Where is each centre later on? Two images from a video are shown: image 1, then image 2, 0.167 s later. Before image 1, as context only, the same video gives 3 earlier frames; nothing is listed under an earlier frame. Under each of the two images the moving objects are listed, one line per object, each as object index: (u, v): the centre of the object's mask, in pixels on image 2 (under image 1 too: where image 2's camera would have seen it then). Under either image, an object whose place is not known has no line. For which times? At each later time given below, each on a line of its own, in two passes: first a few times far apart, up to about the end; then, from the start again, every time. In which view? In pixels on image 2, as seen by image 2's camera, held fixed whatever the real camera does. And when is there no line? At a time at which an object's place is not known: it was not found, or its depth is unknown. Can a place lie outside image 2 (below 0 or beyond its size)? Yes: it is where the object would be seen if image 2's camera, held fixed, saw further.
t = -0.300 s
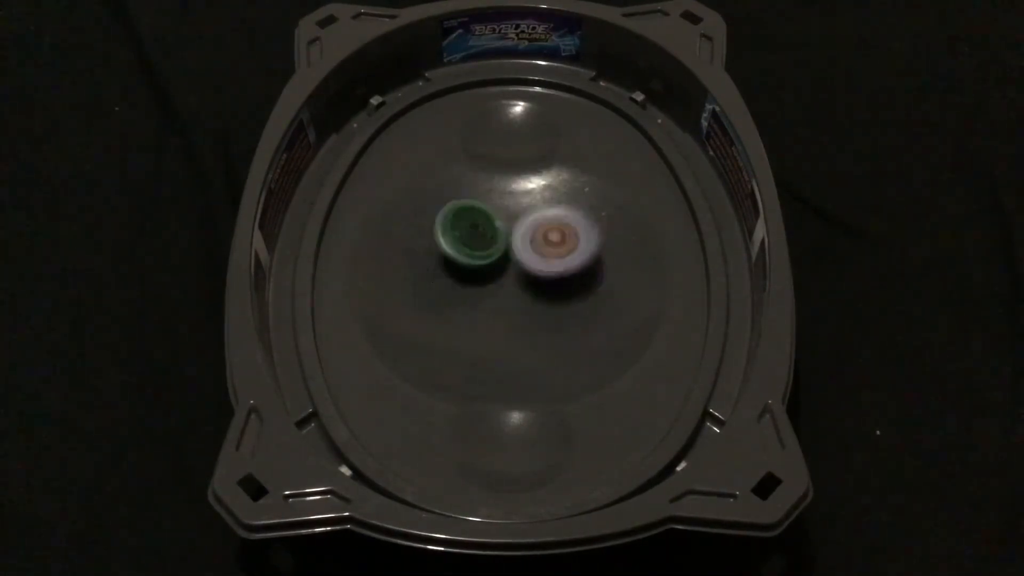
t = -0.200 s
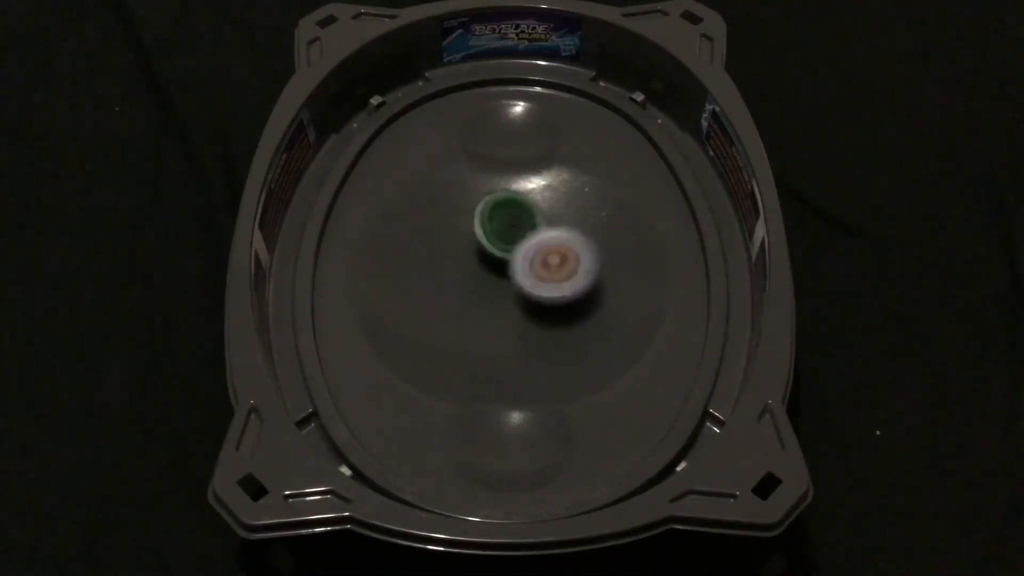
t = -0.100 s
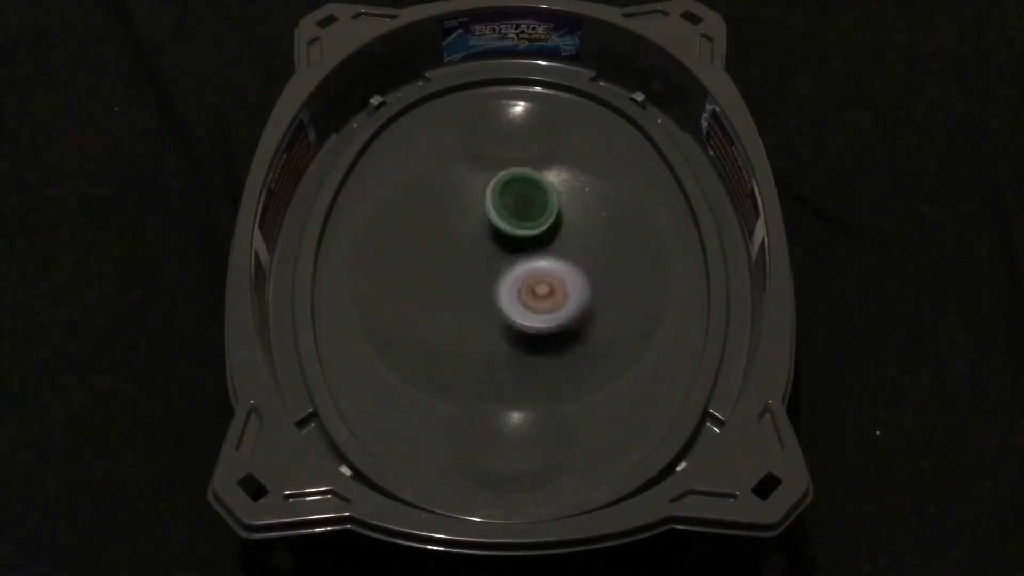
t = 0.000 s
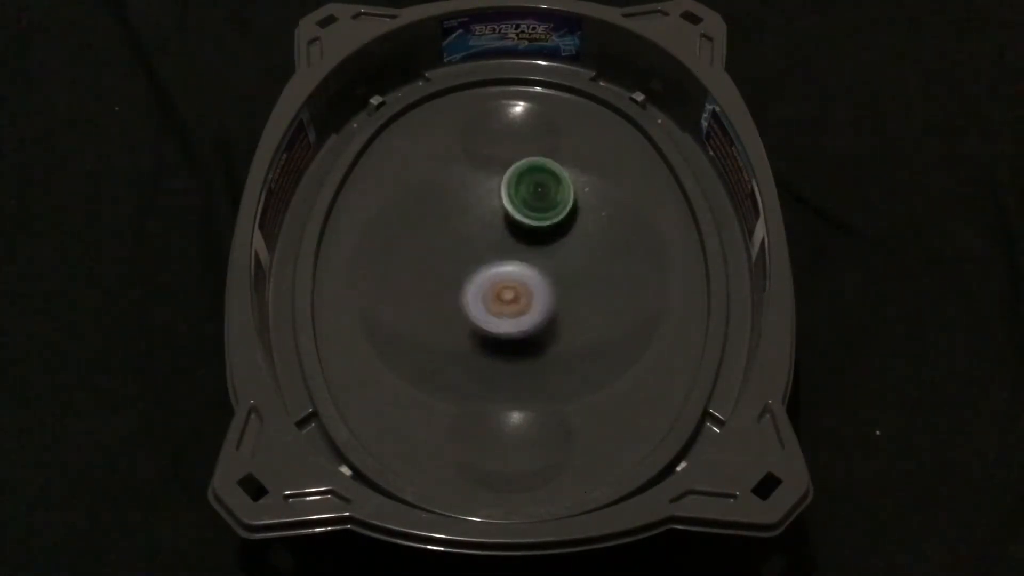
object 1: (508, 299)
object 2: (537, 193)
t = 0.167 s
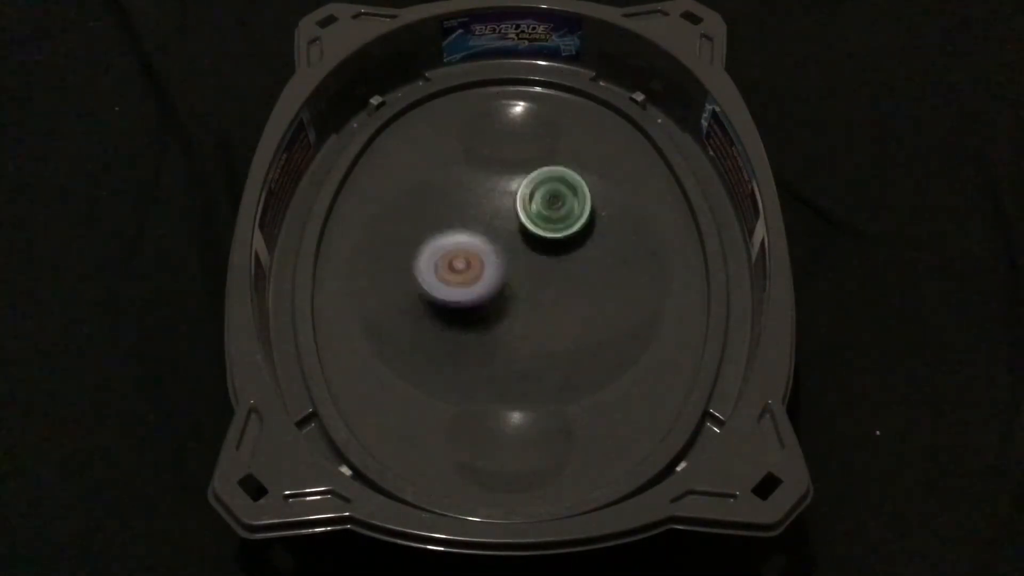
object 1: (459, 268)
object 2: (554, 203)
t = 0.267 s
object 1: (458, 241)
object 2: (557, 224)
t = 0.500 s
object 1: (507, 209)
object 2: (570, 274)
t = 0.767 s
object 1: (503, 229)
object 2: (565, 321)
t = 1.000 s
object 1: (478, 224)
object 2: (509, 319)
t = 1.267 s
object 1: (487, 201)
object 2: (458, 324)
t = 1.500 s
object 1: (536, 211)
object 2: (463, 279)
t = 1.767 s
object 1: (586, 275)
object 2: (400, 225)
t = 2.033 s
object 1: (527, 301)
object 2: (474, 236)
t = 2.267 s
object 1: (473, 264)
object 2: (547, 221)
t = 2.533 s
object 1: (421, 269)
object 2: (561, 243)
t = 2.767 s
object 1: (453, 273)
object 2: (548, 291)
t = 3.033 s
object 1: (459, 227)
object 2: (573, 298)
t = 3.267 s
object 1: (523, 218)
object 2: (509, 284)
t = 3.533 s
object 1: (566, 248)
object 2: (466, 243)
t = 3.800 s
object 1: (501, 283)
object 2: (475, 215)
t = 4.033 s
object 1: (444, 267)
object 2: (513, 230)
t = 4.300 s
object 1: (468, 232)
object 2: (543, 272)
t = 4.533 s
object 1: (501, 231)
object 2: (533, 304)
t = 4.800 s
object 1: (492, 190)
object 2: (508, 317)
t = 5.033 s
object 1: (501, 171)
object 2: (480, 323)
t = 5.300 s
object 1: (490, 129)
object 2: (503, 317)
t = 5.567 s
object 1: (500, 101)
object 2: (543, 279)
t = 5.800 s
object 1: (525, 105)
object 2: (561, 266)
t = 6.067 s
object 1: (506, 123)
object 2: (547, 264)
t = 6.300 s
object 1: (501, 111)
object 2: (518, 254)
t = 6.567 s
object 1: (522, 112)
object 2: (507, 233)
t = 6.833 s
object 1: (502, 119)
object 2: (513, 237)
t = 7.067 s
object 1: (507, 113)
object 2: (501, 255)
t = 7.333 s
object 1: (519, 114)
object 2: (477, 259)
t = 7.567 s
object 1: (500, 117)
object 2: (475, 254)
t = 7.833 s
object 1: (510, 112)
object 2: (492, 264)
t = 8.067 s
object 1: (518, 116)
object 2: (495, 280)
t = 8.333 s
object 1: (498, 116)
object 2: (485, 281)
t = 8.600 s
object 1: (511, 114)
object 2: (498, 271)
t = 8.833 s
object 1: (516, 114)
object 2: (517, 275)
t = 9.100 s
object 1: (502, 116)
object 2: (515, 283)
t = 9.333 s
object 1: (510, 117)
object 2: (505, 274)
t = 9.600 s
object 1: (514, 114)
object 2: (516, 262)
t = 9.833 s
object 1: (501, 113)
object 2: (522, 265)
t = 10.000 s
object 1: (506, 117)
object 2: (517, 268)
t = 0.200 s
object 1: (456, 259)
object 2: (555, 210)
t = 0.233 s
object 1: (456, 250)
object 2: (556, 217)
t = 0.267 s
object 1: (458, 241)
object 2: (557, 224)
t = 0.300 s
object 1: (461, 233)
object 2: (558, 231)
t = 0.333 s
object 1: (467, 226)
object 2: (558, 239)
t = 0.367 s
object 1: (475, 220)
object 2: (558, 247)
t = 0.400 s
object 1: (484, 216)
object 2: (559, 255)
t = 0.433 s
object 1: (492, 212)
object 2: (564, 263)
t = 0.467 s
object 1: (498, 209)
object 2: (567, 268)
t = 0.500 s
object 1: (507, 209)
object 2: (570, 274)
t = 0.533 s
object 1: (515, 211)
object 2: (571, 278)
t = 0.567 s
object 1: (523, 216)
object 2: (571, 284)
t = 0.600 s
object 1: (529, 225)
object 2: (571, 290)
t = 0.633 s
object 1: (529, 230)
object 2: (573, 298)
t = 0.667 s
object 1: (525, 230)
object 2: (573, 306)
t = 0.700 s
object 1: (518, 230)
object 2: (571, 313)
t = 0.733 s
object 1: (512, 229)
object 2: (569, 317)
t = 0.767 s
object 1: (503, 229)
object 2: (565, 321)
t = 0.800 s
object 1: (496, 228)
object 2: (560, 323)
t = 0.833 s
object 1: (491, 227)
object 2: (554, 325)
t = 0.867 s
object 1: (487, 226)
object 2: (547, 326)
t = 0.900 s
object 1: (483, 225)
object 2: (538, 325)
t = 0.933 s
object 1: (481, 224)
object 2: (528, 324)
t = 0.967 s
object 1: (480, 224)
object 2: (519, 322)
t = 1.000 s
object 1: (478, 224)
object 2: (509, 319)
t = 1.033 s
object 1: (477, 226)
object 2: (499, 315)
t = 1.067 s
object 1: (477, 229)
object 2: (489, 313)
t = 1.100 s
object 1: (477, 232)
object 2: (480, 307)
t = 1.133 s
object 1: (477, 235)
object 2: (471, 304)
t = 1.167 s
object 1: (477, 233)
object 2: (466, 306)
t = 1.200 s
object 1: (479, 220)
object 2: (461, 316)
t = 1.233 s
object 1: (482, 208)
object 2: (458, 322)
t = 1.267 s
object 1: (487, 201)
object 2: (458, 324)
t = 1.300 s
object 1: (493, 196)
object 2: (460, 323)
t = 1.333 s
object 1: (500, 193)
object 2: (462, 318)
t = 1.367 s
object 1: (509, 191)
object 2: (463, 312)
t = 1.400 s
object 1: (517, 193)
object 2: (464, 304)
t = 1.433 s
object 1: (525, 196)
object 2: (464, 296)
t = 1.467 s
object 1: (531, 202)
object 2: (463, 287)
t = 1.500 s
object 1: (536, 211)
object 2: (463, 279)
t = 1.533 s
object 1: (538, 224)
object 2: (462, 270)
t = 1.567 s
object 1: (537, 234)
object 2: (461, 261)
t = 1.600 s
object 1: (534, 245)
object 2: (459, 253)
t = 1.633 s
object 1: (552, 252)
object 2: (438, 244)
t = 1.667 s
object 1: (570, 257)
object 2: (419, 236)
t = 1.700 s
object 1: (581, 264)
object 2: (406, 230)
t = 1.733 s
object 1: (586, 270)
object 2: (400, 227)
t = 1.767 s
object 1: (586, 275)
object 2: (400, 225)
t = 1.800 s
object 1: (583, 280)
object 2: (401, 224)
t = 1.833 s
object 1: (577, 284)
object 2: (407, 225)
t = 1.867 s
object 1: (569, 288)
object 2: (414, 226)
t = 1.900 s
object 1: (560, 292)
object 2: (423, 229)
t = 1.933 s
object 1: (552, 294)
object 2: (435, 231)
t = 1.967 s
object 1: (544, 298)
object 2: (447, 233)
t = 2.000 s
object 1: (536, 300)
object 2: (460, 234)
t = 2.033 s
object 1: (527, 301)
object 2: (474, 236)
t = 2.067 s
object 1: (517, 299)
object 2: (487, 235)
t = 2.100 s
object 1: (507, 295)
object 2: (500, 232)
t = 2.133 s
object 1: (498, 288)
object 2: (513, 229)
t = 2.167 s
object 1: (491, 281)
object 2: (525, 228)
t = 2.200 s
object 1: (486, 272)
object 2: (536, 227)
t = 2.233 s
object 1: (484, 264)
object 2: (541, 227)
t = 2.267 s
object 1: (473, 264)
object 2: (547, 221)
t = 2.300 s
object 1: (457, 267)
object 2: (556, 216)
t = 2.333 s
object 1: (446, 268)
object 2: (564, 214)
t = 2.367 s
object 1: (438, 269)
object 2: (566, 214)
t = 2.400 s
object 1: (431, 268)
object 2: (567, 218)
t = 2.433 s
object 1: (427, 267)
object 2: (567, 223)
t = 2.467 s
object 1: (425, 268)
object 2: (566, 230)
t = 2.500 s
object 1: (423, 269)
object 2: (564, 236)
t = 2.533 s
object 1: (421, 269)
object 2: (561, 243)
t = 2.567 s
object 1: (423, 270)
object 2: (559, 250)
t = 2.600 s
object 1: (427, 270)
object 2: (555, 258)
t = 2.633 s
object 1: (434, 272)
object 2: (551, 265)
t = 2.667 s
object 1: (442, 274)
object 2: (547, 272)
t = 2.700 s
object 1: (450, 275)
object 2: (542, 279)
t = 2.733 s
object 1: (460, 276)
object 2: (539, 285)
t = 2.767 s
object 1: (453, 273)
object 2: (548, 291)
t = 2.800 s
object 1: (438, 269)
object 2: (571, 296)
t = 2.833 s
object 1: (429, 262)
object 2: (587, 298)
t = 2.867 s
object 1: (428, 255)
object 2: (595, 301)
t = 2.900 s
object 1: (431, 248)
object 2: (599, 301)
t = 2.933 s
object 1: (436, 241)
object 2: (598, 299)
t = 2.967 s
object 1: (441, 237)
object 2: (591, 299)
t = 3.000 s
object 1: (448, 230)
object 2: (582, 299)
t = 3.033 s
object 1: (459, 227)
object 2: (573, 298)
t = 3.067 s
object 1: (469, 224)
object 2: (565, 297)
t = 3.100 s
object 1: (479, 223)
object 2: (554, 294)
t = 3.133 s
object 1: (487, 222)
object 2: (543, 292)
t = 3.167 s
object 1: (500, 222)
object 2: (534, 289)
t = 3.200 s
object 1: (510, 221)
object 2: (525, 287)
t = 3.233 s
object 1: (518, 217)
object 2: (518, 288)
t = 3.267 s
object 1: (523, 218)
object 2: (509, 284)
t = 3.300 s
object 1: (534, 217)
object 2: (502, 281)
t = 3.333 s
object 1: (543, 218)
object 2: (494, 276)
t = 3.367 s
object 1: (552, 219)
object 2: (488, 272)
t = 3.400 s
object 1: (559, 224)
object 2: (482, 266)
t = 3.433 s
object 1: (564, 228)
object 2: (476, 260)
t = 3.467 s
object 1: (568, 232)
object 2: (472, 254)
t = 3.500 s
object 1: (568, 239)
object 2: (469, 249)
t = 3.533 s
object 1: (566, 248)
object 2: (466, 243)
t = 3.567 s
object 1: (560, 255)
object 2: (464, 238)
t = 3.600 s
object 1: (556, 261)
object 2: (463, 234)
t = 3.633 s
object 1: (547, 268)
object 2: (464, 229)
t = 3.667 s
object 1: (539, 273)
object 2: (464, 225)
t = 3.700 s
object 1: (528, 277)
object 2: (466, 222)
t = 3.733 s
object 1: (521, 279)
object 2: (469, 219)
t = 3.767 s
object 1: (511, 283)
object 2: (472, 216)
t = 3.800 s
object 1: (501, 283)
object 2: (475, 215)
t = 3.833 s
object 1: (490, 284)
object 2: (480, 215)
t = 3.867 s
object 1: (483, 284)
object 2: (487, 215)
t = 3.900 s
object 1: (471, 283)
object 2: (492, 217)
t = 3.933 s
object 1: (463, 281)
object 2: (497, 219)
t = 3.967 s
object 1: (455, 277)
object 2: (503, 223)
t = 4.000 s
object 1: (450, 272)
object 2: (508, 226)
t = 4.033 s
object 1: (444, 267)
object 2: (513, 230)
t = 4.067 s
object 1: (442, 261)
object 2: (516, 234)
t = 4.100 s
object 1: (443, 255)
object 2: (521, 240)
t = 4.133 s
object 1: (446, 250)
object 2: (525, 243)
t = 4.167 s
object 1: (450, 246)
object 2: (529, 249)
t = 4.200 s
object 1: (457, 241)
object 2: (532, 257)
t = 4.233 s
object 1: (459, 238)
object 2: (539, 261)
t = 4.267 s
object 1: (463, 235)
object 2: (543, 268)
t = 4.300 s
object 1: (468, 232)
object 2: (543, 272)
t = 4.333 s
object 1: (476, 231)
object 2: (542, 278)
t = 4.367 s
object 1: (484, 231)
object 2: (541, 283)
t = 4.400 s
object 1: (491, 233)
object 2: (538, 287)
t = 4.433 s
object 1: (496, 233)
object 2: (540, 292)
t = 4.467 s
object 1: (501, 234)
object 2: (539, 295)
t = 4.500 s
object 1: (504, 235)
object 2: (536, 297)
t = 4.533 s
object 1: (501, 231)
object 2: (533, 304)
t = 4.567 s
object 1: (497, 219)
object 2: (535, 315)
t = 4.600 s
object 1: (493, 208)
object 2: (534, 323)
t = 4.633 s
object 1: (492, 200)
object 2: (531, 326)
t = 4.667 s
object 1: (492, 197)
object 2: (528, 326)
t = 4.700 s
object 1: (491, 193)
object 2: (523, 324)
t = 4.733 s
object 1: (494, 192)
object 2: (517, 324)
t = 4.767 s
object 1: (493, 190)
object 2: (512, 320)
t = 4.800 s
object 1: (492, 190)
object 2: (508, 317)
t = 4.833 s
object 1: (492, 194)
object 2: (503, 312)
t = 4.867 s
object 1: (491, 197)
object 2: (499, 307)
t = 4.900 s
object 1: (491, 205)
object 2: (495, 300)
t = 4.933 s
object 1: (492, 211)
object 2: (491, 294)
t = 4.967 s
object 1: (494, 215)
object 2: (488, 290)
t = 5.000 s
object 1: (493, 193)
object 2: (484, 309)
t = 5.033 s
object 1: (501, 171)
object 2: (480, 323)
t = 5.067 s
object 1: (504, 157)
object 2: (478, 332)
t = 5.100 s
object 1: (509, 148)
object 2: (478, 336)
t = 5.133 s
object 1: (511, 143)
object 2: (482, 334)
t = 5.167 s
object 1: (510, 139)
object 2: (485, 332)
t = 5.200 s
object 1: (504, 135)
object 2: (490, 330)
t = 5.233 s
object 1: (498, 132)
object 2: (494, 325)
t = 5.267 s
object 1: (493, 131)
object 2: (499, 322)
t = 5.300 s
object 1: (490, 129)
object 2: (503, 317)
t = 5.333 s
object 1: (489, 124)
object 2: (508, 312)
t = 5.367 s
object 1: (489, 124)
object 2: (513, 307)
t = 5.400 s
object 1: (488, 116)
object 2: (519, 304)
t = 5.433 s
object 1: (488, 113)
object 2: (523, 298)
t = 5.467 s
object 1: (488, 108)
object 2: (528, 293)
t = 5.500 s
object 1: (491, 103)
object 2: (534, 288)
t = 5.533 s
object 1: (495, 102)
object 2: (538, 284)
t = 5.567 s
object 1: (500, 101)
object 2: (543, 279)
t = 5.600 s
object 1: (504, 101)
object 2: (546, 277)
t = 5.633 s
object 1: (509, 99)
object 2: (550, 274)
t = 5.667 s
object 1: (512, 100)
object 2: (553, 271)
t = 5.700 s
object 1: (514, 102)
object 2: (557, 270)
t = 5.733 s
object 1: (517, 104)
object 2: (558, 268)
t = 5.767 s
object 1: (522, 106)
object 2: (561, 266)
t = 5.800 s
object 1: (525, 105)
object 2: (561, 266)
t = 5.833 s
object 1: (526, 111)
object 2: (562, 265)
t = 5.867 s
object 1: (523, 110)
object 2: (561, 265)
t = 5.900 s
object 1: (521, 114)
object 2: (561, 265)
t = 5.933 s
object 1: (517, 120)
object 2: (558, 264)
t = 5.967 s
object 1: (514, 123)
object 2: (556, 265)
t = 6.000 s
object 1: (512, 124)
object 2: (553, 264)
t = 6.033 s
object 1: (508, 124)
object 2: (550, 265)
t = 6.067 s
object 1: (506, 123)
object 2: (547, 264)
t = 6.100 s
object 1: (500, 121)
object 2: (543, 264)
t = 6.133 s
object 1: (498, 120)
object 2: (539, 262)
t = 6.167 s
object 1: (495, 118)
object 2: (534, 262)
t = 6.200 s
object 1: (496, 117)
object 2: (531, 260)
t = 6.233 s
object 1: (497, 114)
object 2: (526, 259)
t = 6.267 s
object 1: (498, 110)
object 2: (523, 256)
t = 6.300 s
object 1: (501, 111)
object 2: (518, 254)
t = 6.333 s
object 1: (504, 110)
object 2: (516, 251)
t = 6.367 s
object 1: (508, 109)
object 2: (513, 248)
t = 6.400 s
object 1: (512, 108)
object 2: (511, 245)
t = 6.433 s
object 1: (514, 109)
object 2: (508, 242)
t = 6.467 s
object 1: (517, 108)
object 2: (508, 239)
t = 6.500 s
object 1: (520, 109)
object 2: (507, 237)
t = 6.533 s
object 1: (522, 108)
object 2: (509, 234)
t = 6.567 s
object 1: (522, 112)
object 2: (507, 233)
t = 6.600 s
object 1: (522, 113)
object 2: (509, 232)
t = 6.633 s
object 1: (517, 115)
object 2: (509, 232)
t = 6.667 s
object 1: (512, 118)
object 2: (511, 232)
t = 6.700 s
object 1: (511, 119)
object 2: (510, 231)
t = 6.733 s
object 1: (509, 122)
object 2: (512, 232)
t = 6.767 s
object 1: (508, 122)
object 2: (512, 234)
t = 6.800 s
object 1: (505, 120)
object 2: (513, 236)
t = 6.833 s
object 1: (502, 119)
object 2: (513, 237)
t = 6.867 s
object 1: (499, 118)
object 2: (513, 239)
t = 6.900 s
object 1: (498, 119)
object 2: (511, 242)
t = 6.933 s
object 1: (498, 117)
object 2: (511, 245)
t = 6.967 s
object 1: (498, 117)
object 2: (508, 248)
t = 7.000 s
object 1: (502, 115)
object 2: (507, 250)
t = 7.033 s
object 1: (504, 113)
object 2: (503, 253)
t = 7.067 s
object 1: (507, 113)
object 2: (501, 255)
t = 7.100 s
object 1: (510, 112)
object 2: (497, 256)
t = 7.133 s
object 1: (511, 113)
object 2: (494, 258)
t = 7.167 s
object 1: (513, 112)
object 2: (491, 258)
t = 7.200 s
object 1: (515, 112)
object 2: (488, 260)
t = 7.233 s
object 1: (520, 111)
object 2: (484, 259)
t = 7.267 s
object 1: (521, 111)
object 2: (481, 260)
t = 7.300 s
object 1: (521, 113)
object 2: (479, 259)
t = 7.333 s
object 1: (519, 114)
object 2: (477, 259)
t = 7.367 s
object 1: (515, 116)
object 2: (474, 258)
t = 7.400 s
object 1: (514, 117)
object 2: (473, 258)
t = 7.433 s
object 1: (509, 117)
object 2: (473, 255)
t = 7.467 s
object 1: (507, 119)
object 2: (473, 255)
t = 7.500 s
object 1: (506, 118)
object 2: (472, 255)
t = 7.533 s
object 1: (503, 118)
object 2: (474, 255)
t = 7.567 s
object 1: (500, 117)
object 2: (475, 254)
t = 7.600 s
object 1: (496, 116)
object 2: (477, 254)
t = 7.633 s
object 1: (497, 115)
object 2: (478, 254)
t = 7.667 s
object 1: (498, 115)
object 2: (482, 256)
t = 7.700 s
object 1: (501, 115)
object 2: (483, 256)
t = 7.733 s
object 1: (503, 113)
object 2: (487, 258)
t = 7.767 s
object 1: (504, 112)
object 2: (489, 260)
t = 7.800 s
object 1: (507, 112)
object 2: (491, 263)
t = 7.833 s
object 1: (510, 112)
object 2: (492, 264)
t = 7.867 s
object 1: (511, 113)
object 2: (494, 267)
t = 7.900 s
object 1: (514, 112)
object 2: (495, 270)
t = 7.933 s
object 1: (516, 112)
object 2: (496, 272)
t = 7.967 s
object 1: (520, 113)
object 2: (496, 275)
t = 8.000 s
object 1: (522, 113)
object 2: (496, 277)
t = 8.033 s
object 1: (520, 115)
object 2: (495, 279)
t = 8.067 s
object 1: (518, 116)
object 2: (495, 280)
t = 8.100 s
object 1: (514, 117)
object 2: (493, 282)
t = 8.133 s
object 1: (512, 118)
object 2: (492, 282)
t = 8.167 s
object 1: (508, 118)
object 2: (490, 283)
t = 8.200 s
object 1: (507, 119)
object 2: (490, 284)
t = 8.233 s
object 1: (506, 119)
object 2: (487, 283)
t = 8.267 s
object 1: (502, 117)
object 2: (487, 283)
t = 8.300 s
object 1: (500, 116)
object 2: (485, 281)
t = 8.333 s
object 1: (498, 116)
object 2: (485, 281)
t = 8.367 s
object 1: (499, 117)
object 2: (485, 280)
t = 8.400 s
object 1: (499, 115)
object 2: (486, 278)
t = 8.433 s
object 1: (499, 114)
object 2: (486, 276)
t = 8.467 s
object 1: (504, 115)
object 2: (489, 275)
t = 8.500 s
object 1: (508, 115)
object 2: (490, 273)
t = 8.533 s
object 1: (509, 115)
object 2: (493, 272)
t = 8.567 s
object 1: (510, 113)
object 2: (494, 271)
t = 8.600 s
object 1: (511, 114)
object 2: (498, 271)
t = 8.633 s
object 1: (513, 115)
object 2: (500, 271)
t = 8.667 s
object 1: (515, 115)
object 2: (504, 269)
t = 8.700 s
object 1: (517, 114)
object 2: (507, 271)
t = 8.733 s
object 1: (516, 113)
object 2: (510, 270)
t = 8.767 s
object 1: (516, 113)
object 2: (512, 273)
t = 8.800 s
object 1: (517, 114)
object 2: (515, 272)
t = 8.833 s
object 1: (516, 114)
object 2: (517, 275)
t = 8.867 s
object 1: (510, 114)
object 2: (518, 275)
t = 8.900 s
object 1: (508, 114)
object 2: (519, 278)
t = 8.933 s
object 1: (507, 114)
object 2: (519, 278)
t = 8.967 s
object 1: (506, 115)
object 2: (519, 281)
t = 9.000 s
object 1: (506, 115)
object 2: (518, 281)
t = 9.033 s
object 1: (503, 113)
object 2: (517, 282)
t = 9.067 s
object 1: (502, 115)
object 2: (515, 282)
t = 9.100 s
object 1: (502, 116)
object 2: (515, 283)
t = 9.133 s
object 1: (501, 116)
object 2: (512, 282)
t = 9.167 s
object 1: (502, 116)
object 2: (511, 282)
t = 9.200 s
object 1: (503, 116)
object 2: (508, 280)
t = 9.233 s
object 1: (506, 119)
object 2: (508, 279)
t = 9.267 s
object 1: (508, 118)
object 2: (506, 278)
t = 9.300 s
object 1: (508, 114)
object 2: (506, 275)
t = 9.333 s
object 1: (510, 117)
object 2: (505, 274)
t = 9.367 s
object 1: (512, 117)
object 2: (506, 272)
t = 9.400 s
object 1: (513, 118)
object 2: (505, 270)
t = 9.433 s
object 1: (515, 116)
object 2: (507, 268)
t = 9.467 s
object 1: (517, 114)
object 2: (508, 266)
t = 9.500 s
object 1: (517, 115)
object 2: (510, 263)
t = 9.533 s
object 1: (517, 113)
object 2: (511, 264)
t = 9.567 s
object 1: (514, 114)
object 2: (513, 261)
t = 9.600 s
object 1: (514, 114)
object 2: (516, 262)
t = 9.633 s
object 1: (512, 113)
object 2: (517, 260)
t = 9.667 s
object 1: (509, 113)
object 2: (519, 262)
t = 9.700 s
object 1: (508, 114)
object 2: (520, 261)
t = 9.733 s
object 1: (506, 113)
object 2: (522, 262)
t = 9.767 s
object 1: (505, 114)
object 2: (522, 262)
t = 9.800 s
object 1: (504, 112)
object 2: (523, 263)
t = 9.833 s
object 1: (501, 113)
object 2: (522, 265)
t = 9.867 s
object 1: (502, 114)
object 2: (523, 266)
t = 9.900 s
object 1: (503, 114)
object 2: (521, 267)
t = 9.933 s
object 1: (501, 115)
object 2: (521, 267)
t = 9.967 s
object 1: (504, 116)
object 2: (518, 268)
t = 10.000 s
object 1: (506, 117)
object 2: (517, 268)
